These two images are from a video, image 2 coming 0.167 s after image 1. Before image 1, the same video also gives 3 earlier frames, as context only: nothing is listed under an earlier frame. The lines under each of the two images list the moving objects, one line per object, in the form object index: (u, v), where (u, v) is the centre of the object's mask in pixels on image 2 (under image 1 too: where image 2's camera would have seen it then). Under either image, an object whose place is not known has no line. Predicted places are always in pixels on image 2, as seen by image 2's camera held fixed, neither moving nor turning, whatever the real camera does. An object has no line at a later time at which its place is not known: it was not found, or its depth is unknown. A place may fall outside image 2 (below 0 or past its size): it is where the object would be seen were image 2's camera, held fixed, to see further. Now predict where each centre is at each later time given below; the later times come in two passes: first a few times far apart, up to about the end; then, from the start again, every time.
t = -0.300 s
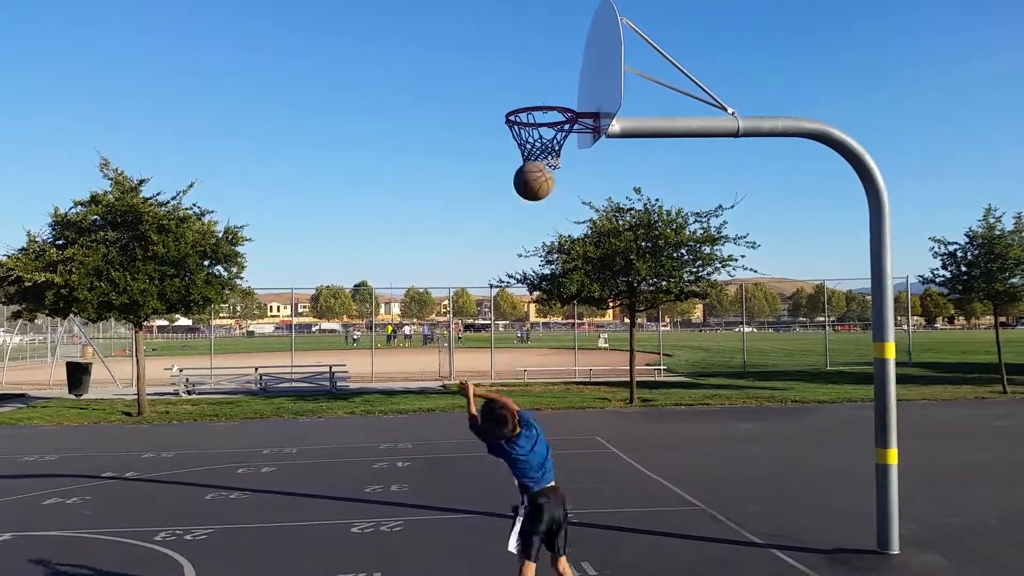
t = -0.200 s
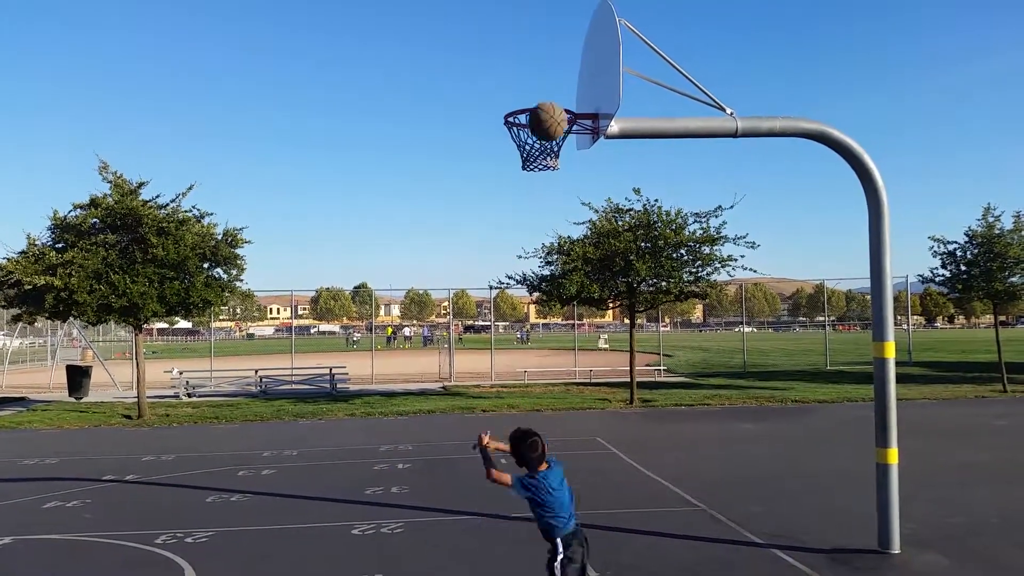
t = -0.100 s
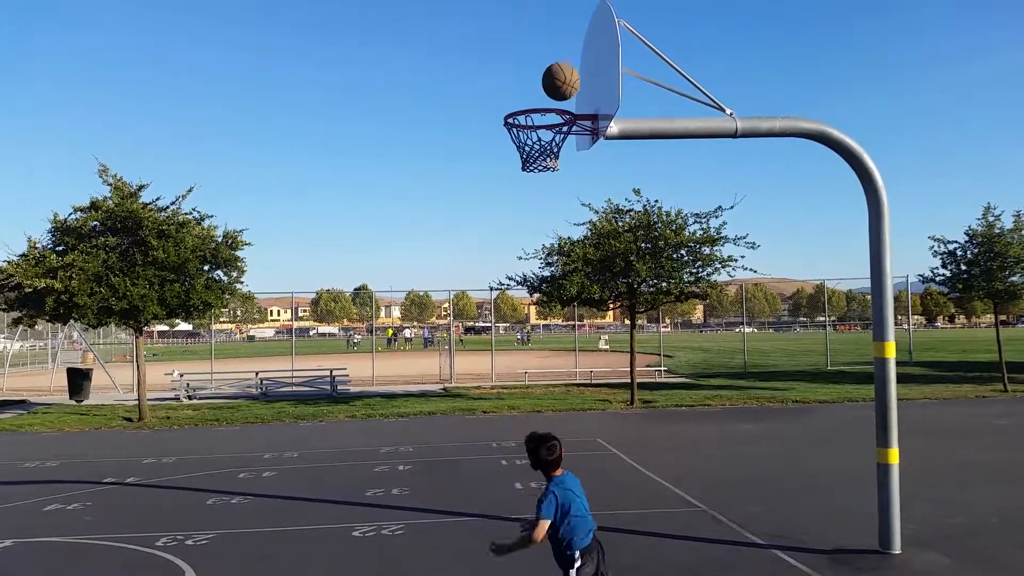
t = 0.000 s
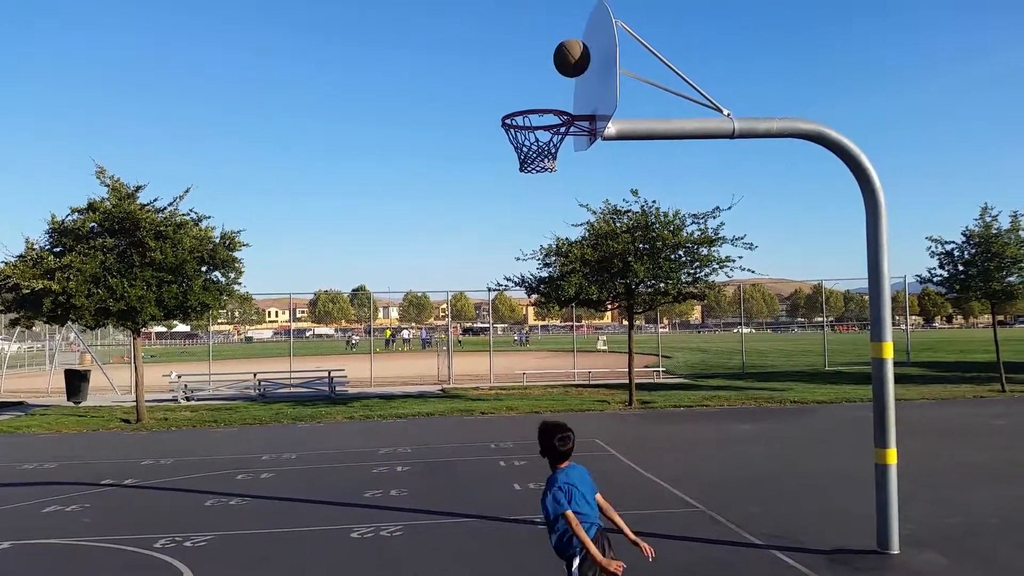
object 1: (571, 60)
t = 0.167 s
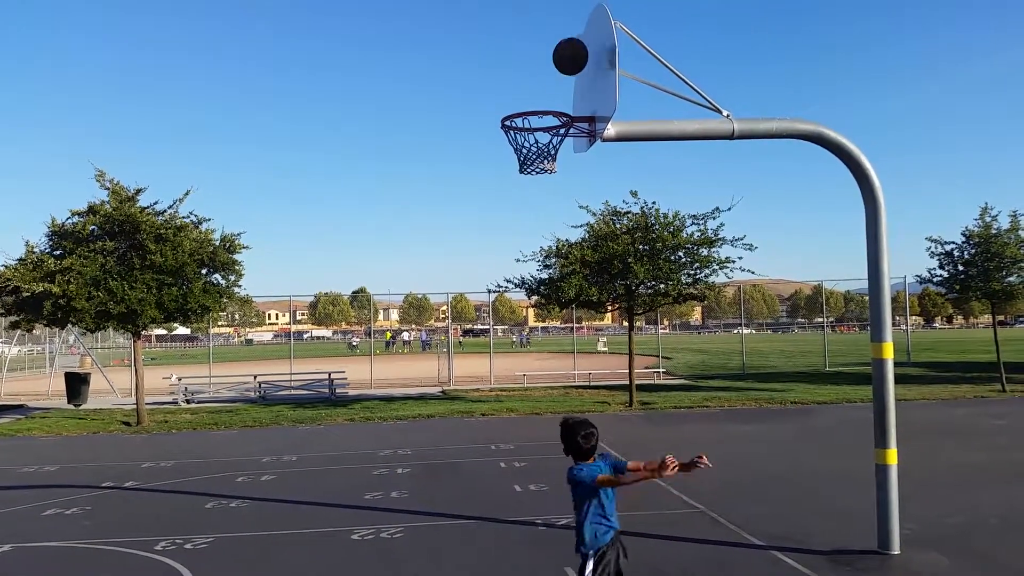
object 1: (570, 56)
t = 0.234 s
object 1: (558, 67)
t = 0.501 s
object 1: (521, 153)
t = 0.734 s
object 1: (537, 167)
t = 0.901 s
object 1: (547, 203)
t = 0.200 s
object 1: (564, 61)
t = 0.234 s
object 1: (558, 67)
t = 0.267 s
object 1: (553, 75)
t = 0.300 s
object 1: (547, 85)
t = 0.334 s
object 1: (541, 95)
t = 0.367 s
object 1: (536, 109)
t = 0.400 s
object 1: (532, 123)
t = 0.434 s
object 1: (526, 138)
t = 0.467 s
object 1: (522, 151)
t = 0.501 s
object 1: (521, 153)
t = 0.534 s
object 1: (522, 152)
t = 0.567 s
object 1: (523, 152)
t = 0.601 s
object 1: (525, 153)
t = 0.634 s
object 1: (526, 156)
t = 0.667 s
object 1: (530, 160)
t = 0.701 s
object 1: (534, 164)
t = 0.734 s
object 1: (537, 167)
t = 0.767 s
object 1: (539, 171)
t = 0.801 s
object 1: (541, 176)
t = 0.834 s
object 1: (543, 183)
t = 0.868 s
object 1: (544, 192)
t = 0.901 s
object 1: (547, 203)
